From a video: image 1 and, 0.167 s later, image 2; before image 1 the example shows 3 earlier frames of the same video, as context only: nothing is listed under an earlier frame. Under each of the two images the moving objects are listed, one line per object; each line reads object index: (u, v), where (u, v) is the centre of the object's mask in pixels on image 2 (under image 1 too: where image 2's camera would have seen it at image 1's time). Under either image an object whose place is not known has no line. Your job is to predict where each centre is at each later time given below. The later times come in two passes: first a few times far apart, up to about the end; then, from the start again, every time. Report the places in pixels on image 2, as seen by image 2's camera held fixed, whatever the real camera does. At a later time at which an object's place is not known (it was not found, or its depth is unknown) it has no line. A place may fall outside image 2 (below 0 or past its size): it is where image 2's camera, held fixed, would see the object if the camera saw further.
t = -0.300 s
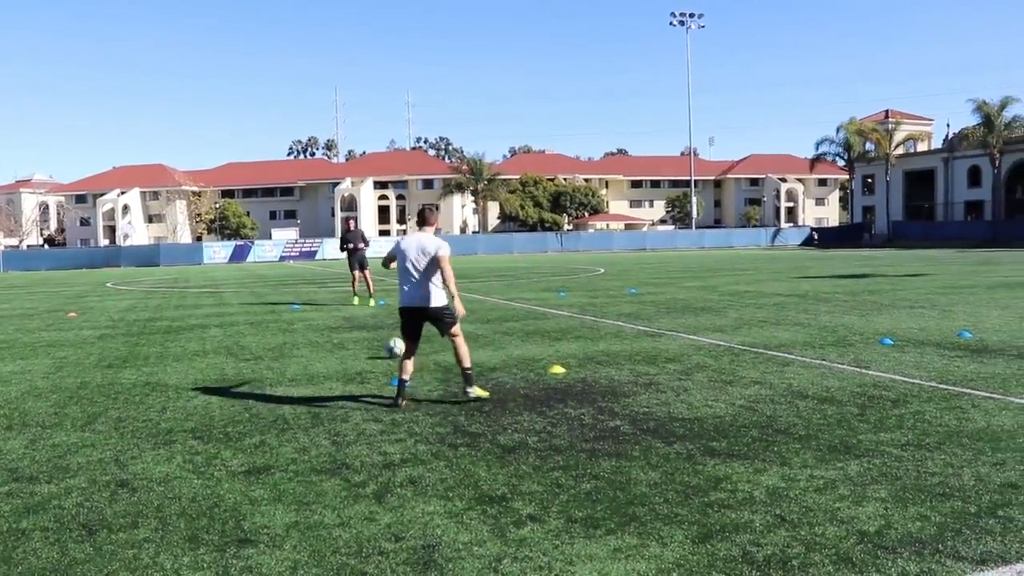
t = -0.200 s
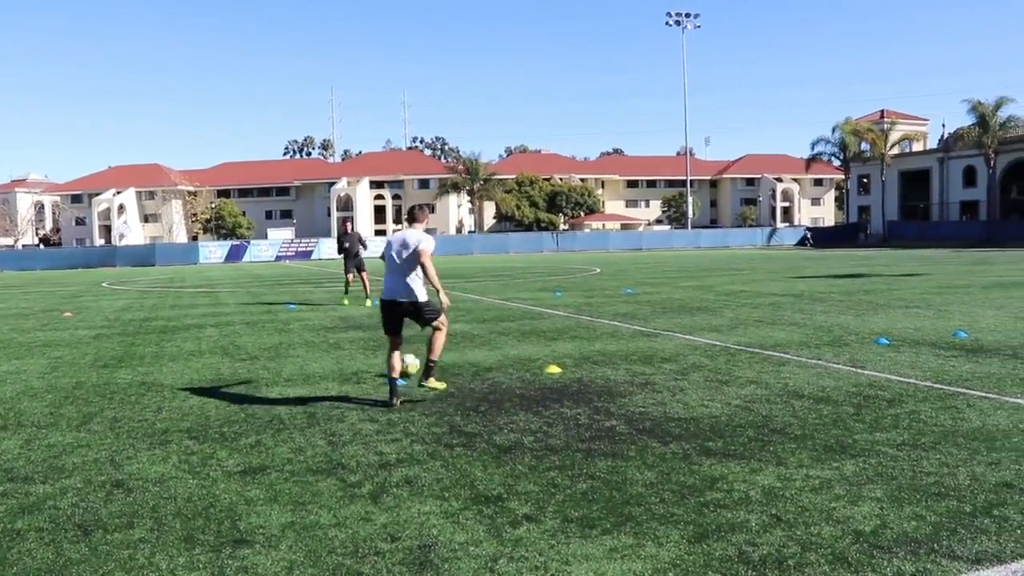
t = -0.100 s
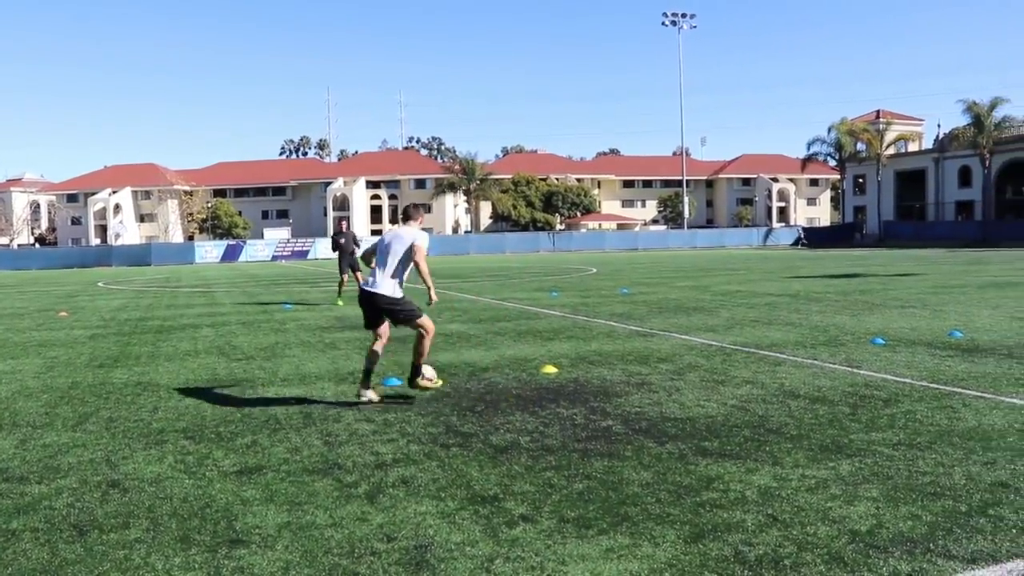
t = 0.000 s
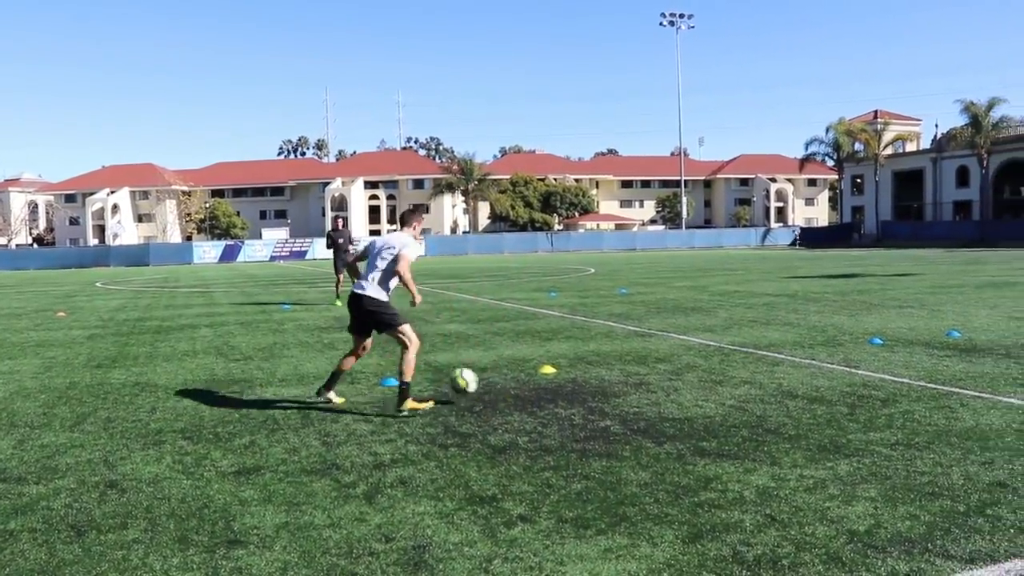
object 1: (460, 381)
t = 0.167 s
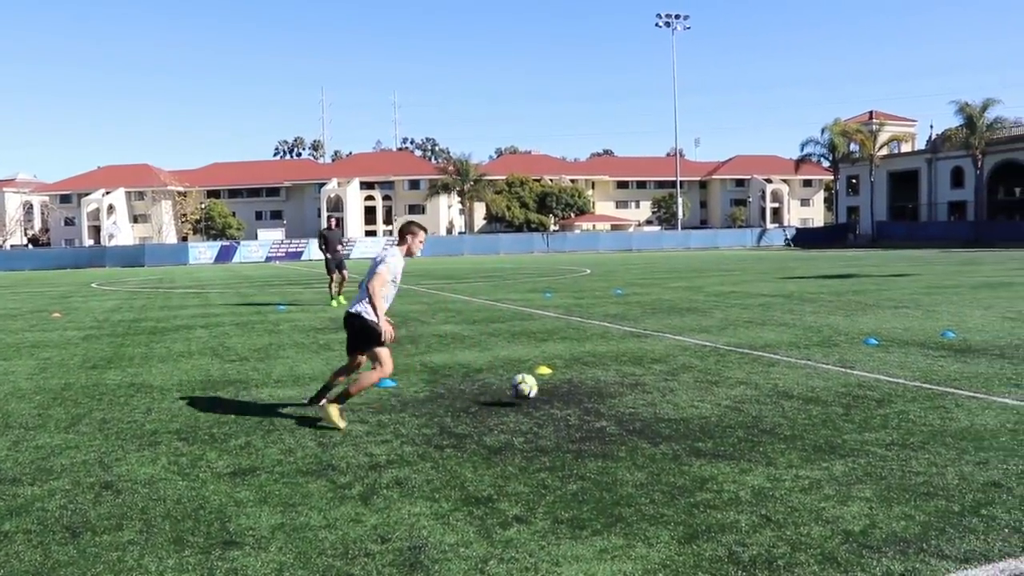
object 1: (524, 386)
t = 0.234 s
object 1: (544, 386)
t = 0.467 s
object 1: (605, 397)
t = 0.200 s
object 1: (533, 385)
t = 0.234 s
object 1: (544, 386)
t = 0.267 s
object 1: (553, 389)
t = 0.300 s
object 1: (563, 392)
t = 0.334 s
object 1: (572, 394)
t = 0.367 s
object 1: (581, 393)
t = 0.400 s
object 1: (589, 394)
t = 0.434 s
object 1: (596, 396)
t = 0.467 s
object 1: (605, 397)
